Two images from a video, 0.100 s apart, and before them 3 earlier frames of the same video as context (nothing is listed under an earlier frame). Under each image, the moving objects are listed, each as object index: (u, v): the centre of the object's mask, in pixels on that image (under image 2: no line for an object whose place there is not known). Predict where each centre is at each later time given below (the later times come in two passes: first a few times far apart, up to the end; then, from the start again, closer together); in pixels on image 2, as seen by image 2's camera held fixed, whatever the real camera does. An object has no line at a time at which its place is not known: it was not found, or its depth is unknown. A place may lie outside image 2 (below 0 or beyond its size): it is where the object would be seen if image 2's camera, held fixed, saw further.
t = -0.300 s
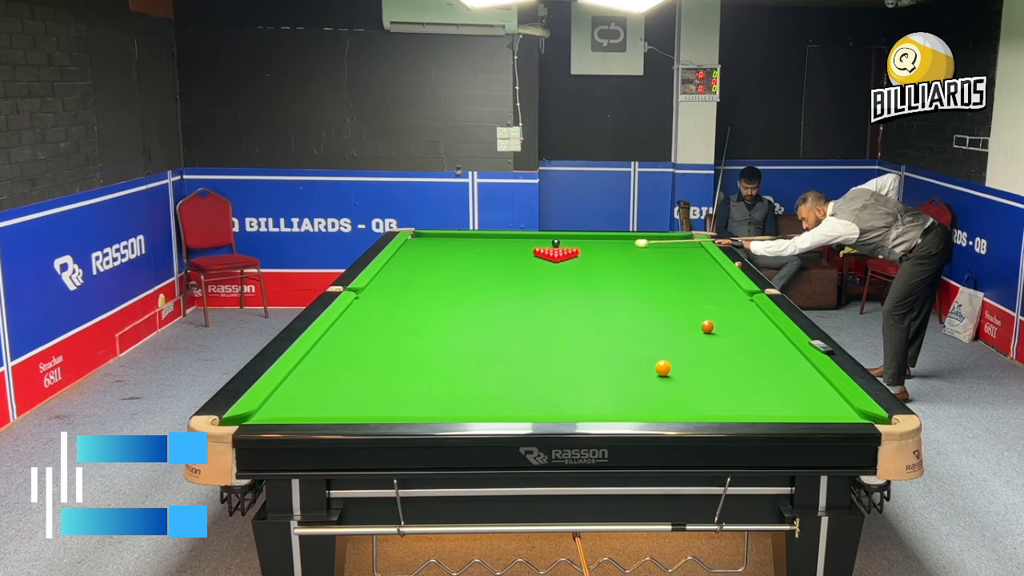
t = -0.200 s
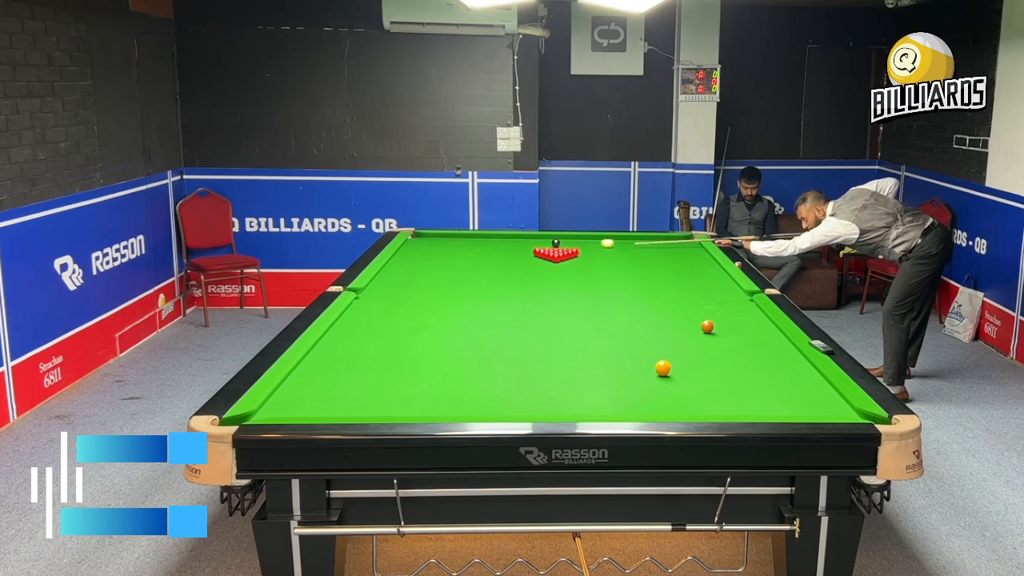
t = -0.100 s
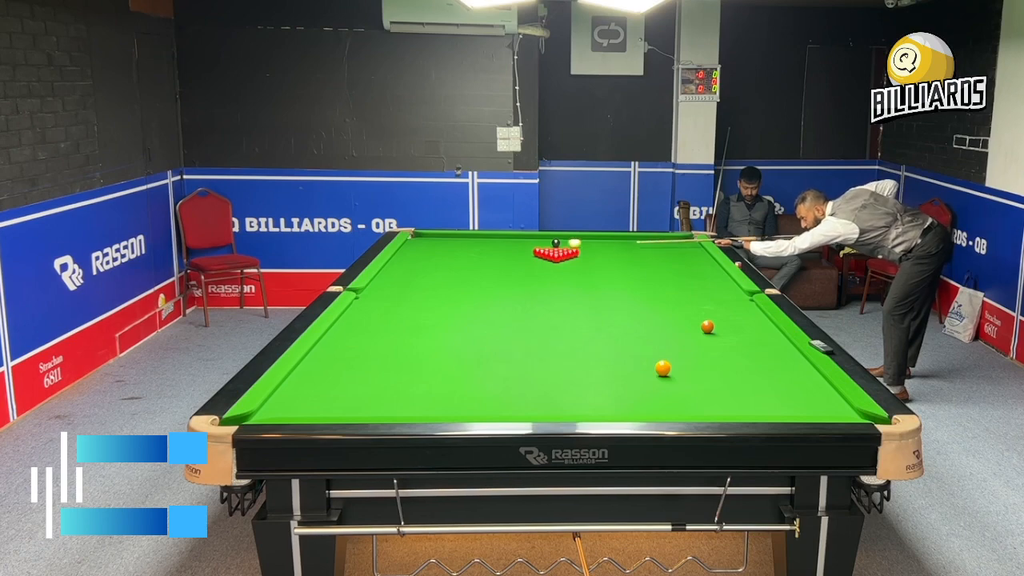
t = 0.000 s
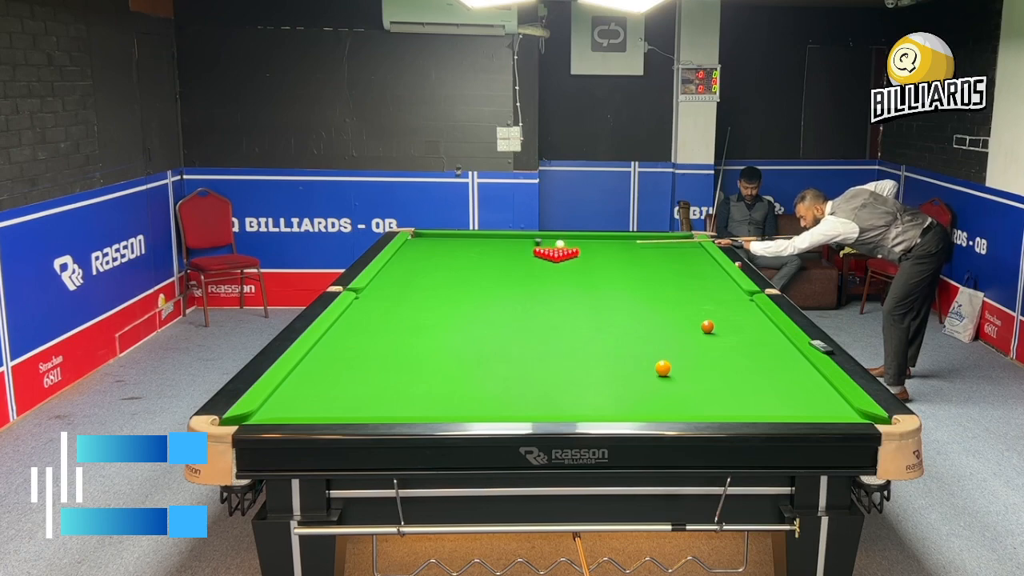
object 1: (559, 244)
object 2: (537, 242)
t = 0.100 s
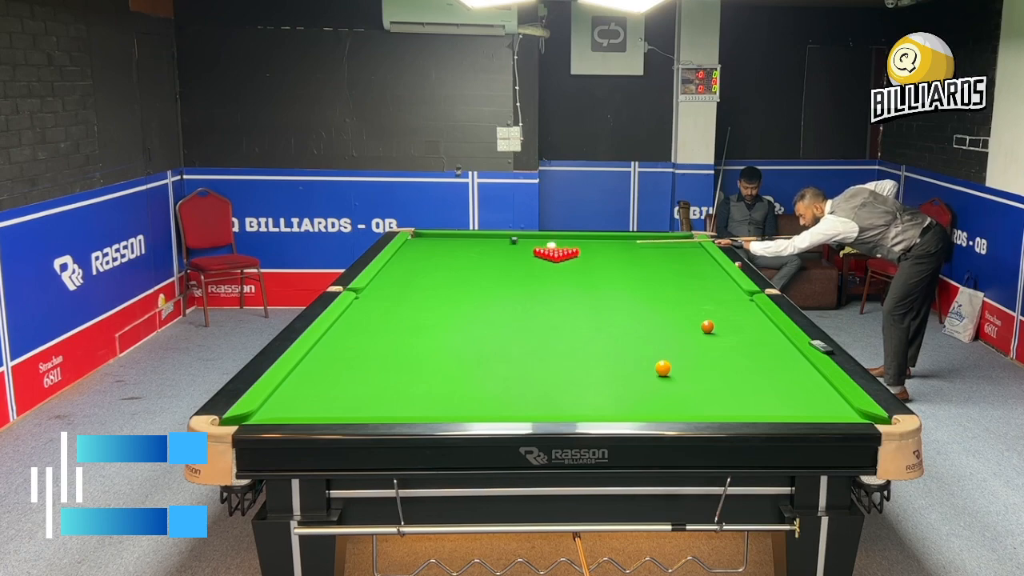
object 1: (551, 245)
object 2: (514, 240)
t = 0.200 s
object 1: (540, 246)
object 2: (493, 239)
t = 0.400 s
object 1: (514, 250)
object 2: (458, 236)
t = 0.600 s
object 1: (488, 253)
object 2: (424, 235)
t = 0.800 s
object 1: (462, 256)
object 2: (421, 235)
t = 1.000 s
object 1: (435, 259)
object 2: (423, 236)
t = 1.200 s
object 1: (408, 262)
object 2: (425, 238)
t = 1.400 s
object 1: (395, 264)
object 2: (426, 240)
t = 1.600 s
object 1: (407, 267)
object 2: (428, 241)
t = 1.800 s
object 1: (419, 270)
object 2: (430, 243)
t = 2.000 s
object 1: (430, 272)
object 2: (432, 244)
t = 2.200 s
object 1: (440, 275)
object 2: (434, 246)
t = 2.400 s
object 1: (450, 277)
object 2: (435, 247)
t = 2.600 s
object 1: (460, 279)
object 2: (437, 248)
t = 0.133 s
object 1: (548, 245)
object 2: (506, 240)
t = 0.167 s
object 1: (544, 246)
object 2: (500, 239)
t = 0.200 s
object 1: (540, 246)
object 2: (493, 239)
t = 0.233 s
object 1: (535, 246)
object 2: (487, 238)
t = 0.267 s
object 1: (531, 248)
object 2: (481, 238)
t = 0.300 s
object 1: (527, 249)
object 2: (475, 238)
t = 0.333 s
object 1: (523, 249)
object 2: (469, 237)
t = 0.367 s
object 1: (518, 250)
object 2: (464, 237)
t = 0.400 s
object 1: (514, 250)
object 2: (458, 236)
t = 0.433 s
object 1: (510, 251)
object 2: (452, 236)
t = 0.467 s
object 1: (506, 251)
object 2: (446, 236)
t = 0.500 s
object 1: (501, 252)
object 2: (441, 235)
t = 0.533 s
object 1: (497, 252)
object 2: (435, 235)
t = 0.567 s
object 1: (493, 253)
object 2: (430, 235)
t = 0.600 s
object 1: (488, 253)
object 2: (424, 235)
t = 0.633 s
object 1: (484, 254)
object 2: (419, 235)
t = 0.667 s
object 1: (479, 254)
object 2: (414, 235)
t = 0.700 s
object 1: (475, 255)
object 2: (414, 235)
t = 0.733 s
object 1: (471, 255)
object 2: (417, 234)
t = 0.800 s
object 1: (462, 256)
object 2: (421, 235)
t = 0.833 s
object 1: (457, 256)
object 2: (422, 235)
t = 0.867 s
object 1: (453, 257)
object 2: (422, 235)
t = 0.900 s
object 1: (448, 258)
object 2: (422, 236)
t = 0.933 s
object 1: (444, 258)
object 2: (423, 236)
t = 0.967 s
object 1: (440, 258)
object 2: (423, 236)
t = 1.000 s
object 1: (435, 259)
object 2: (423, 236)
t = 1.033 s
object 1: (431, 259)
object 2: (423, 237)
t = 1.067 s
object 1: (426, 260)
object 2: (424, 237)
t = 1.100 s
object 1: (422, 260)
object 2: (424, 237)
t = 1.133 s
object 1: (417, 261)
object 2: (424, 237)
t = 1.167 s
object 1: (413, 261)
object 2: (424, 238)
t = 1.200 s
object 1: (408, 262)
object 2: (425, 238)
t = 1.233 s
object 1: (403, 262)
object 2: (425, 238)
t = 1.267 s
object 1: (399, 263)
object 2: (425, 238)
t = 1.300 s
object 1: (395, 263)
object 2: (426, 239)
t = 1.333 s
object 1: (390, 264)
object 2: (426, 239)
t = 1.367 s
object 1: (392, 264)
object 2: (426, 239)
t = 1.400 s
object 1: (395, 264)
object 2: (426, 240)
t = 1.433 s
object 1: (398, 265)
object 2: (427, 240)
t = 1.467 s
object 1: (400, 265)
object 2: (427, 240)
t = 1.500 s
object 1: (401, 266)
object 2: (427, 240)
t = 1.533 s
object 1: (404, 266)
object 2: (428, 241)
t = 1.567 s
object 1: (405, 267)
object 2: (428, 241)
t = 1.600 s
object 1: (407, 267)
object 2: (428, 241)
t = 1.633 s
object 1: (409, 268)
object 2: (429, 242)
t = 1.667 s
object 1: (411, 268)
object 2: (429, 242)
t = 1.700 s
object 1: (413, 268)
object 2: (429, 242)
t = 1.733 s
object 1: (415, 269)
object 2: (430, 242)
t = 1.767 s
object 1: (417, 269)
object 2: (430, 242)
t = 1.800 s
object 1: (419, 270)
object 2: (430, 243)
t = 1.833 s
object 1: (420, 270)
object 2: (430, 243)
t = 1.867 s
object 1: (422, 271)
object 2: (431, 243)
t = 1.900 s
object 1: (424, 271)
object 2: (431, 244)
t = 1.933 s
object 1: (426, 271)
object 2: (431, 244)
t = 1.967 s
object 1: (428, 272)
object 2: (432, 244)
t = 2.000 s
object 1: (430, 272)
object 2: (432, 244)
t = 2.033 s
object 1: (431, 273)
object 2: (432, 244)
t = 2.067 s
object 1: (433, 273)
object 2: (432, 245)
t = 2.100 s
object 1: (435, 273)
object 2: (433, 245)
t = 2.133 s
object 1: (437, 274)
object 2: (433, 245)
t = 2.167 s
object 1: (439, 274)
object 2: (433, 245)
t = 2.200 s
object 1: (440, 275)
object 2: (434, 246)
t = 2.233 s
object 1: (442, 275)
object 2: (434, 246)
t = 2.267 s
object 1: (444, 275)
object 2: (434, 246)
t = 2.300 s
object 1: (445, 276)
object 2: (435, 246)
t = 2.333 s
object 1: (447, 276)
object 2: (435, 247)
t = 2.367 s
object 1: (449, 276)
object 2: (435, 247)
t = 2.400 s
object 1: (450, 277)
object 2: (435, 247)
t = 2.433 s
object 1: (452, 277)
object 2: (436, 247)
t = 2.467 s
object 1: (453, 278)
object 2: (436, 248)
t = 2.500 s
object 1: (455, 278)
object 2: (437, 248)
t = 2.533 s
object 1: (457, 278)
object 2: (437, 248)
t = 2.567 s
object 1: (458, 279)
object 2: (437, 248)
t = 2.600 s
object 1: (460, 279)
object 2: (437, 248)
